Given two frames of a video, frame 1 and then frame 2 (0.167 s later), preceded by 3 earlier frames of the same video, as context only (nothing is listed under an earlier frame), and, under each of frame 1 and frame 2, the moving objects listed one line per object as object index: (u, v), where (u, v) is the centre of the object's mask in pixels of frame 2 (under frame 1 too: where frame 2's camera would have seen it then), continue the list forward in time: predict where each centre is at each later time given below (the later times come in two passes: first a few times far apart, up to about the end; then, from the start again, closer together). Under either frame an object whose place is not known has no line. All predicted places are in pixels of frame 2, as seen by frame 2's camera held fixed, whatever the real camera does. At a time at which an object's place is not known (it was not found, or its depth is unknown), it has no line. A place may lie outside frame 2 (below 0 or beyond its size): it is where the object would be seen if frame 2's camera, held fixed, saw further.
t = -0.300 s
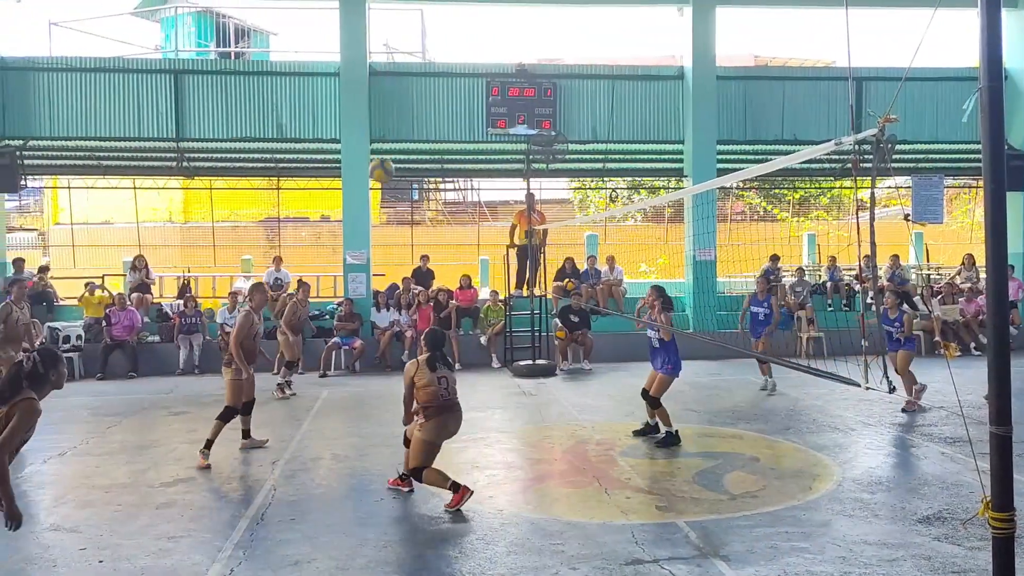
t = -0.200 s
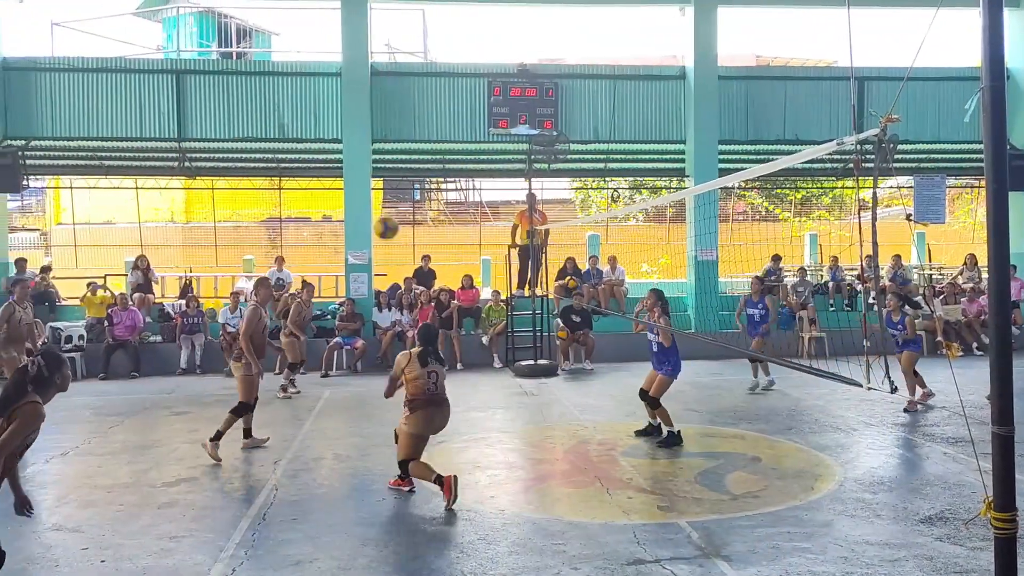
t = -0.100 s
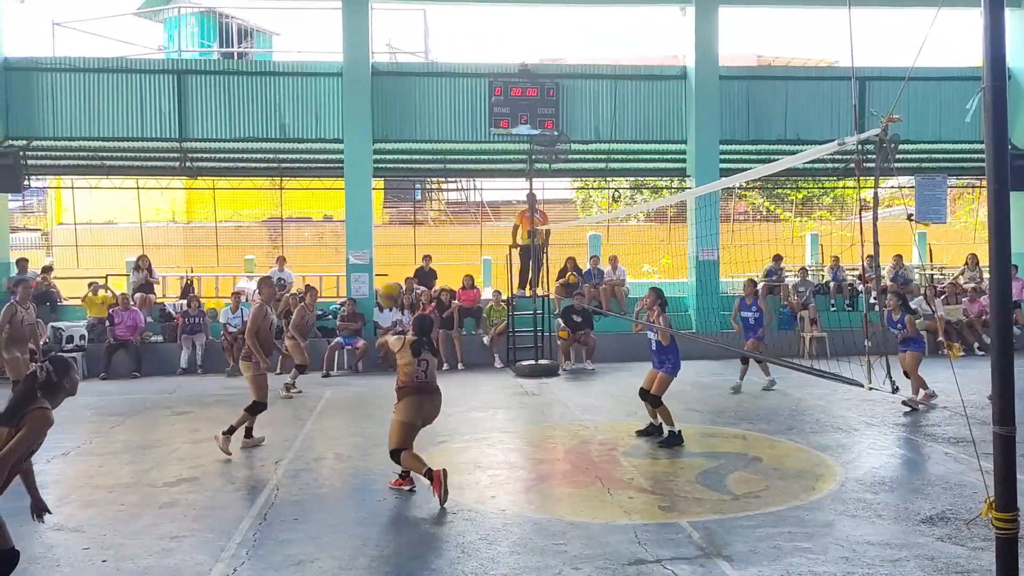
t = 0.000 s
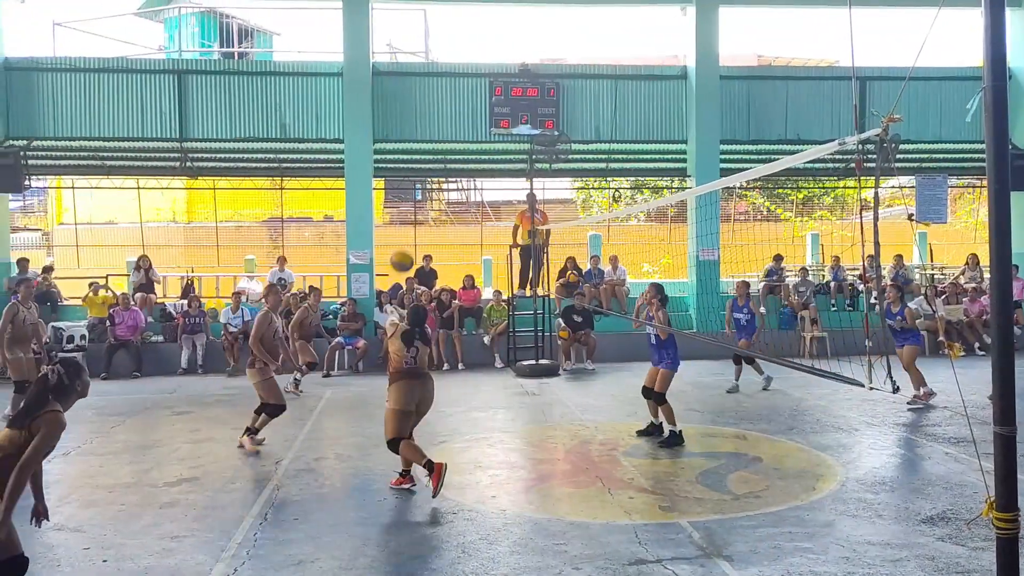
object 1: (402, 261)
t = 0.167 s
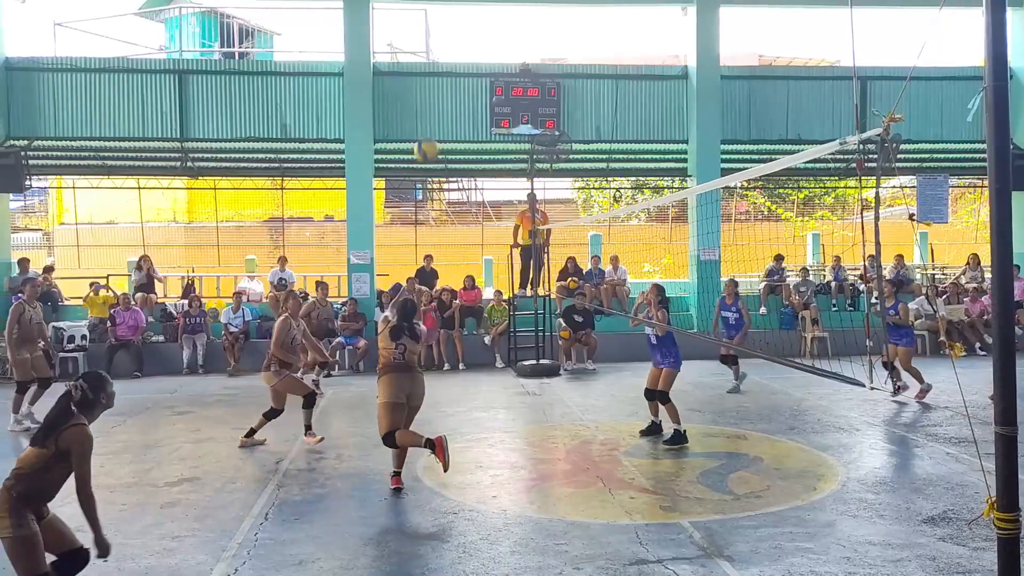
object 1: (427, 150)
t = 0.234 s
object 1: (437, 115)
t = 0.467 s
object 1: (469, 35)
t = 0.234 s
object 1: (437, 115)
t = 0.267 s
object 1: (441, 100)
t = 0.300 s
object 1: (447, 85)
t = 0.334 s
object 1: (450, 74)
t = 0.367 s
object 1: (457, 62)
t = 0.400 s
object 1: (461, 52)
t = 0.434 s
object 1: (465, 43)
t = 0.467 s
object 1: (469, 35)
